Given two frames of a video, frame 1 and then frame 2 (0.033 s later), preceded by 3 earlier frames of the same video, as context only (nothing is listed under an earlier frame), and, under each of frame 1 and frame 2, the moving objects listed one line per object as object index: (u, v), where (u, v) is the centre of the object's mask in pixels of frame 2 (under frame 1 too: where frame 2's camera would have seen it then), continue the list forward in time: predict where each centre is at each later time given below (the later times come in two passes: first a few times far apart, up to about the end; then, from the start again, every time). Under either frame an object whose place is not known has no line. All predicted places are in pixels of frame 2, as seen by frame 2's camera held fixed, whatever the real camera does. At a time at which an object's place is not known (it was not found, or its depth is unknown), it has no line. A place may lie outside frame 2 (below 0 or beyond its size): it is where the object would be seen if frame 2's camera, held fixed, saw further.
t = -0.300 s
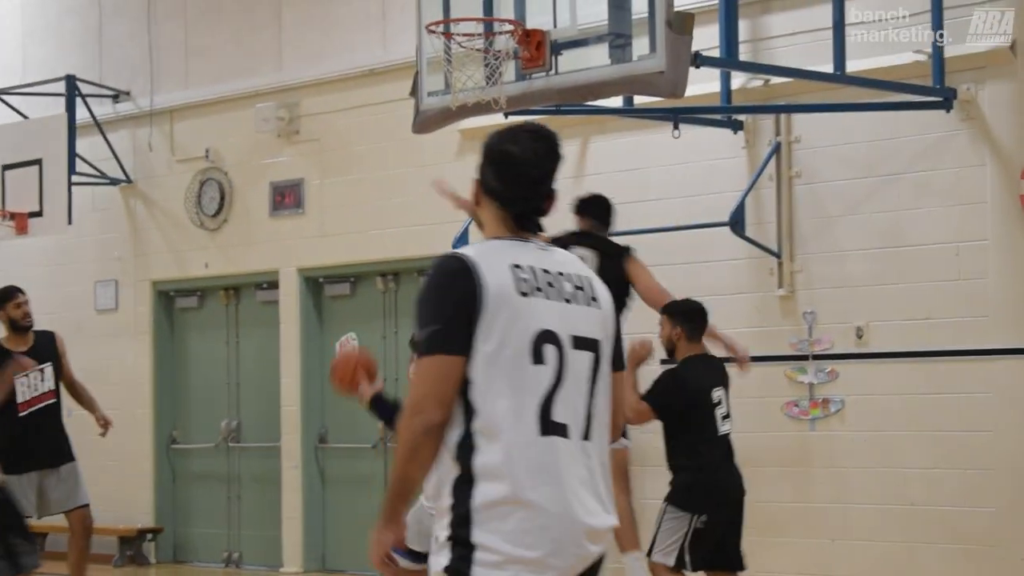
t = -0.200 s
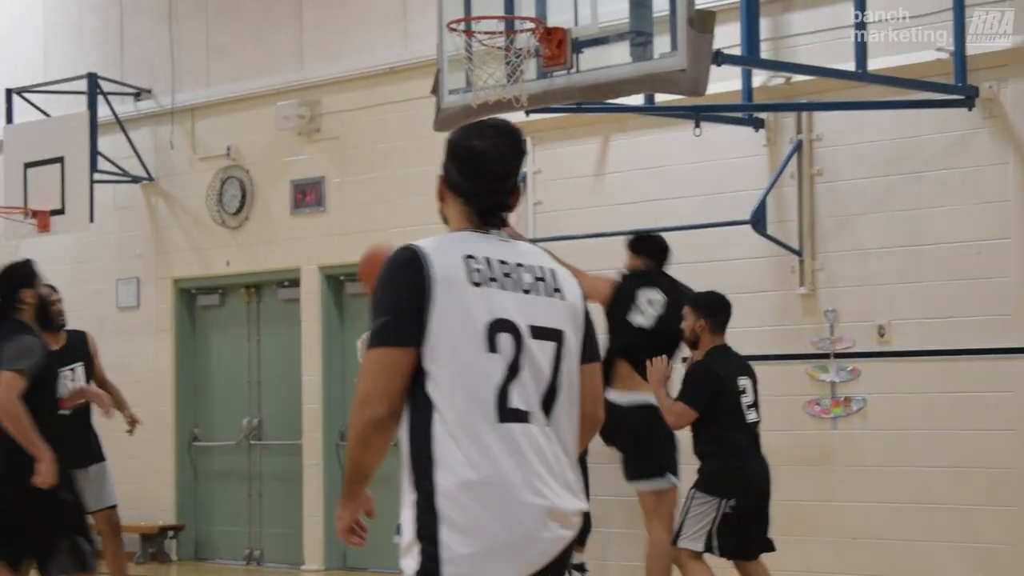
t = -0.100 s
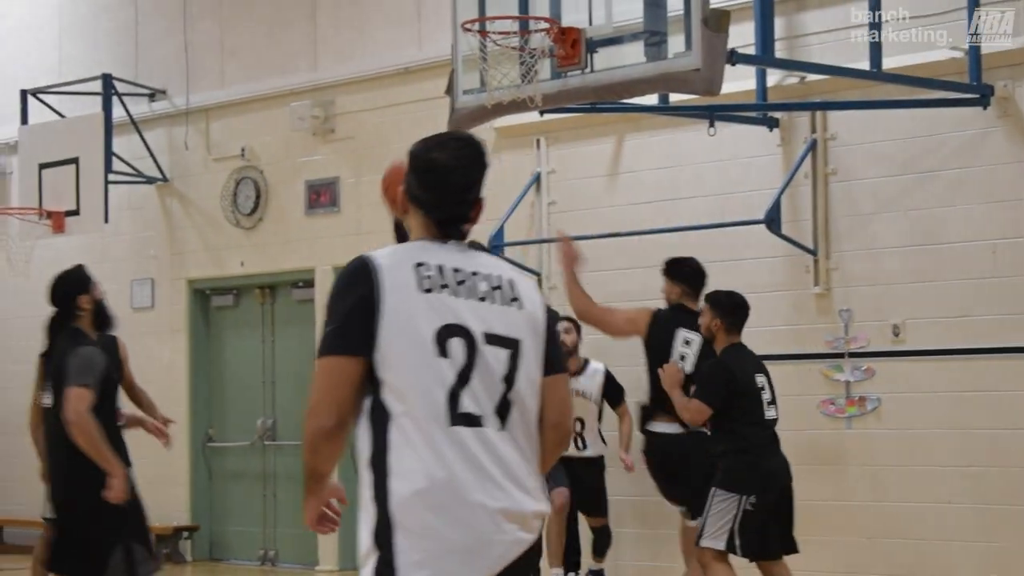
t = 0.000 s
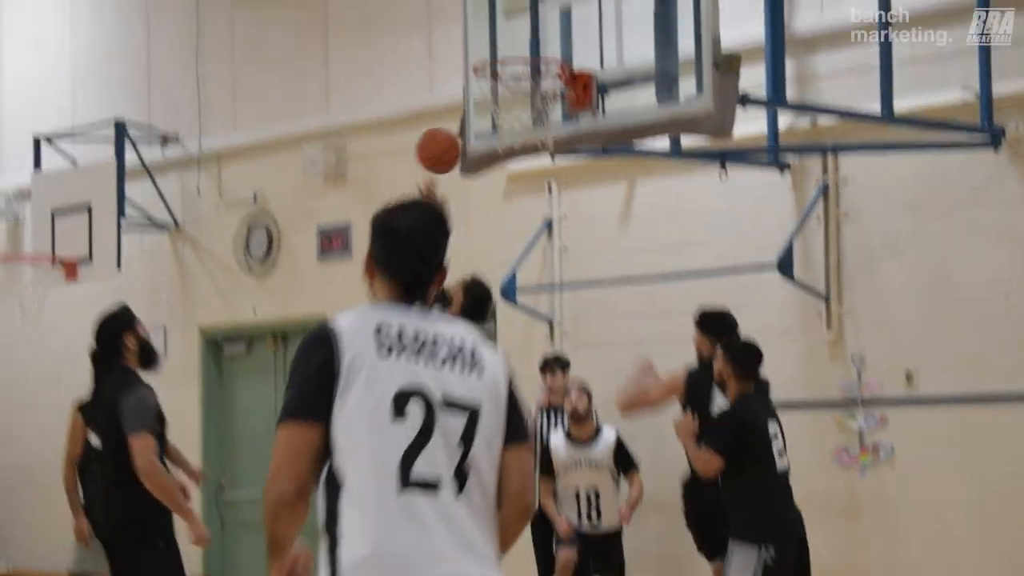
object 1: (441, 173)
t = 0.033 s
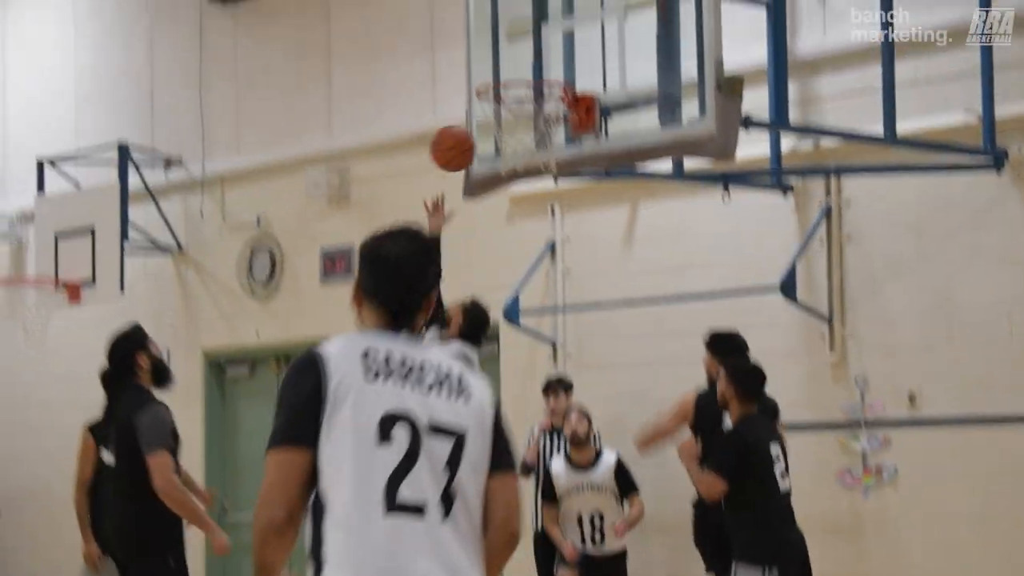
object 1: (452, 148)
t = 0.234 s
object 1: (509, 48)
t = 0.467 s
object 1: (525, 43)
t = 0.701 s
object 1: (509, 145)
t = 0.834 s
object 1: (490, 230)
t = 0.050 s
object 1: (458, 137)
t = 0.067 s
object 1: (463, 126)
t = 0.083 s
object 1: (465, 116)
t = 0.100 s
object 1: (473, 105)
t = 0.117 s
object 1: (479, 96)
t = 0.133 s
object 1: (484, 87)
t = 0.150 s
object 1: (490, 78)
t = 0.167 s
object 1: (496, 70)
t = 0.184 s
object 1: (501, 63)
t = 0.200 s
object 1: (506, 57)
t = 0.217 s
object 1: (508, 52)
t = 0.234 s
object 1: (509, 48)
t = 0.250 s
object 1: (510, 44)
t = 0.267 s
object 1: (512, 41)
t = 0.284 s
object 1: (513, 38)
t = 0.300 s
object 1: (513, 37)
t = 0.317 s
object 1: (515, 35)
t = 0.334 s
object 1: (515, 34)
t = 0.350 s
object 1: (517, 33)
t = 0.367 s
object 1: (517, 33)
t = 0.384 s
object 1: (518, 34)
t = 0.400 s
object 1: (520, 34)
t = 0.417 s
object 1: (521, 36)
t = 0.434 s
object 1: (522, 38)
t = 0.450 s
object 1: (524, 40)
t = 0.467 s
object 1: (525, 43)
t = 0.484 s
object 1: (526, 47)
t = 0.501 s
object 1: (527, 52)
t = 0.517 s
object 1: (529, 57)
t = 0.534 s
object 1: (530, 62)
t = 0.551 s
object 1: (531, 66)
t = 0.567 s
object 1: (533, 75)
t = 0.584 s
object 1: (533, 82)
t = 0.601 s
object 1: (532, 90)
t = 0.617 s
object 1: (527, 98)
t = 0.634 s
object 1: (523, 108)
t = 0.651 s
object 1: (518, 117)
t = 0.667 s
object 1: (516, 125)
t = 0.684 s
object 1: (513, 135)
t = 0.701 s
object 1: (509, 145)
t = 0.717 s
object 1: (506, 155)
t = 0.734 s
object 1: (504, 164)
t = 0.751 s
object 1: (501, 174)
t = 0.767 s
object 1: (500, 183)
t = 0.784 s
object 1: (497, 193)
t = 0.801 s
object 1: (494, 204)
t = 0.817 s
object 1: (492, 218)
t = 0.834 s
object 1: (490, 230)
